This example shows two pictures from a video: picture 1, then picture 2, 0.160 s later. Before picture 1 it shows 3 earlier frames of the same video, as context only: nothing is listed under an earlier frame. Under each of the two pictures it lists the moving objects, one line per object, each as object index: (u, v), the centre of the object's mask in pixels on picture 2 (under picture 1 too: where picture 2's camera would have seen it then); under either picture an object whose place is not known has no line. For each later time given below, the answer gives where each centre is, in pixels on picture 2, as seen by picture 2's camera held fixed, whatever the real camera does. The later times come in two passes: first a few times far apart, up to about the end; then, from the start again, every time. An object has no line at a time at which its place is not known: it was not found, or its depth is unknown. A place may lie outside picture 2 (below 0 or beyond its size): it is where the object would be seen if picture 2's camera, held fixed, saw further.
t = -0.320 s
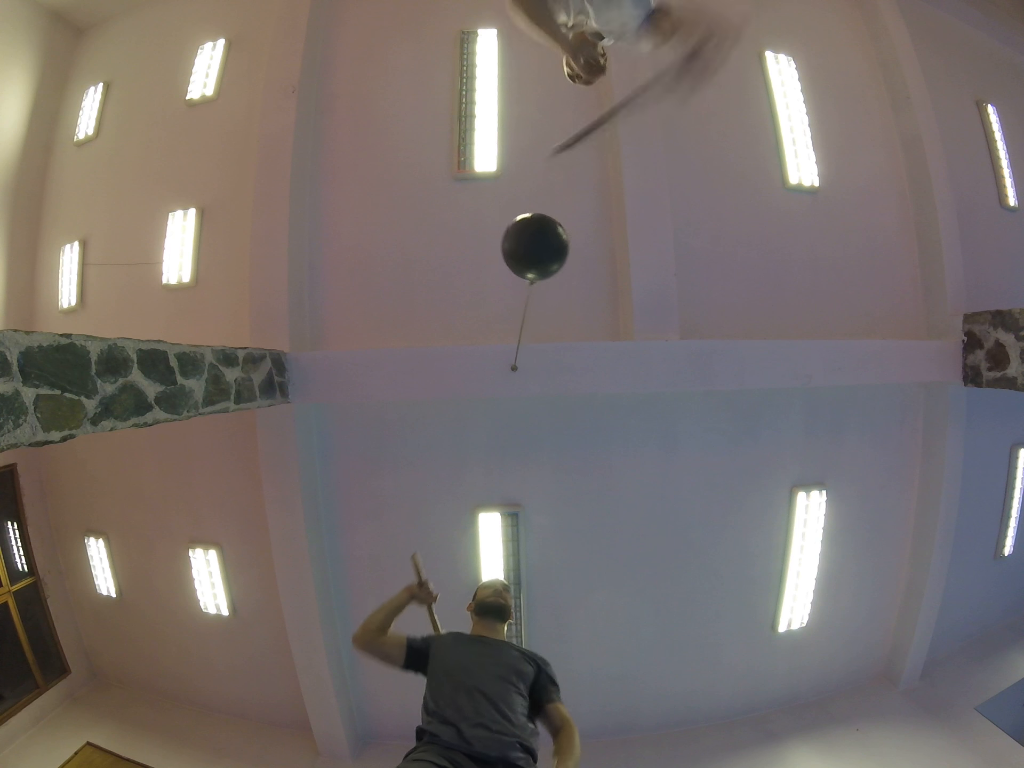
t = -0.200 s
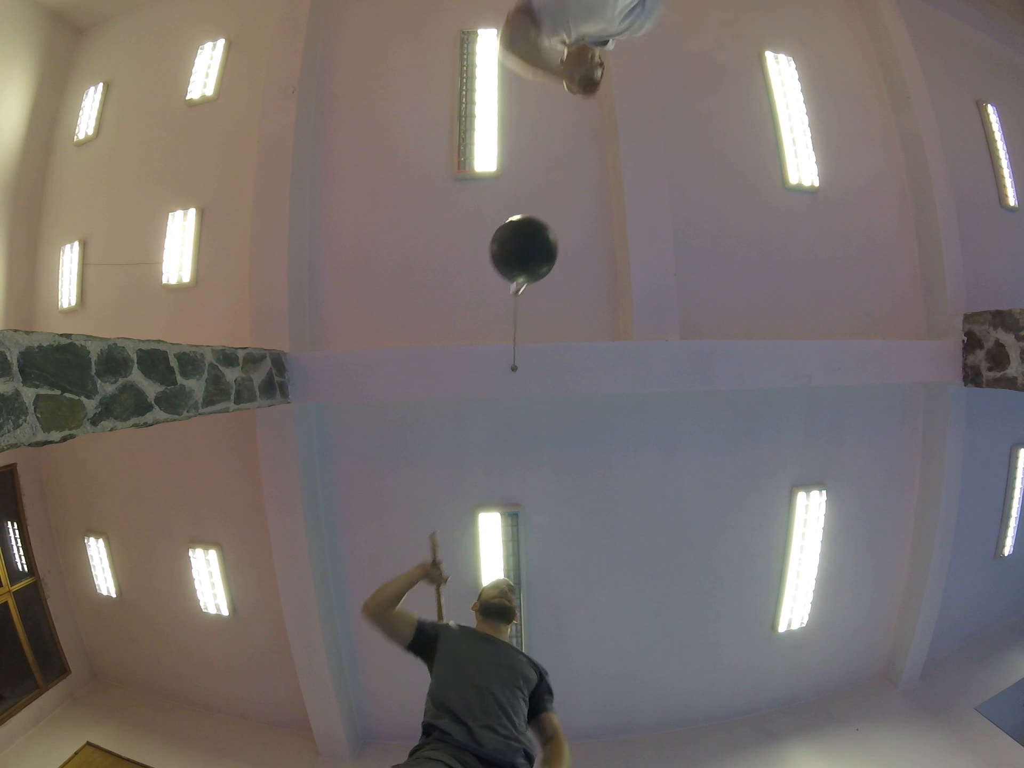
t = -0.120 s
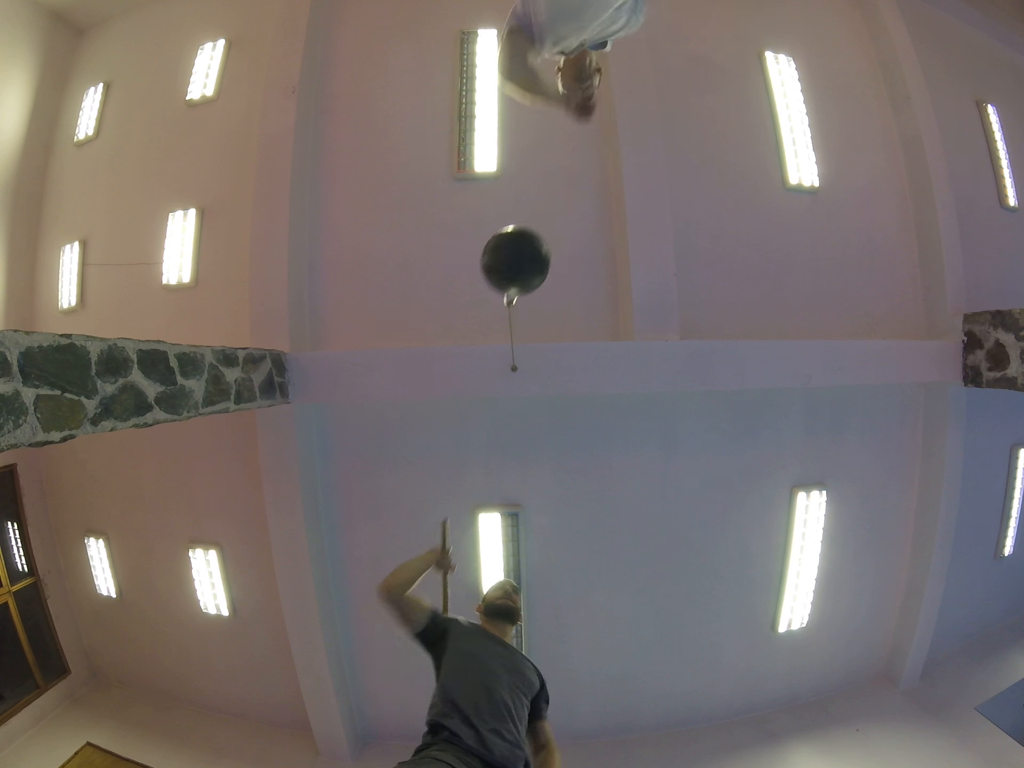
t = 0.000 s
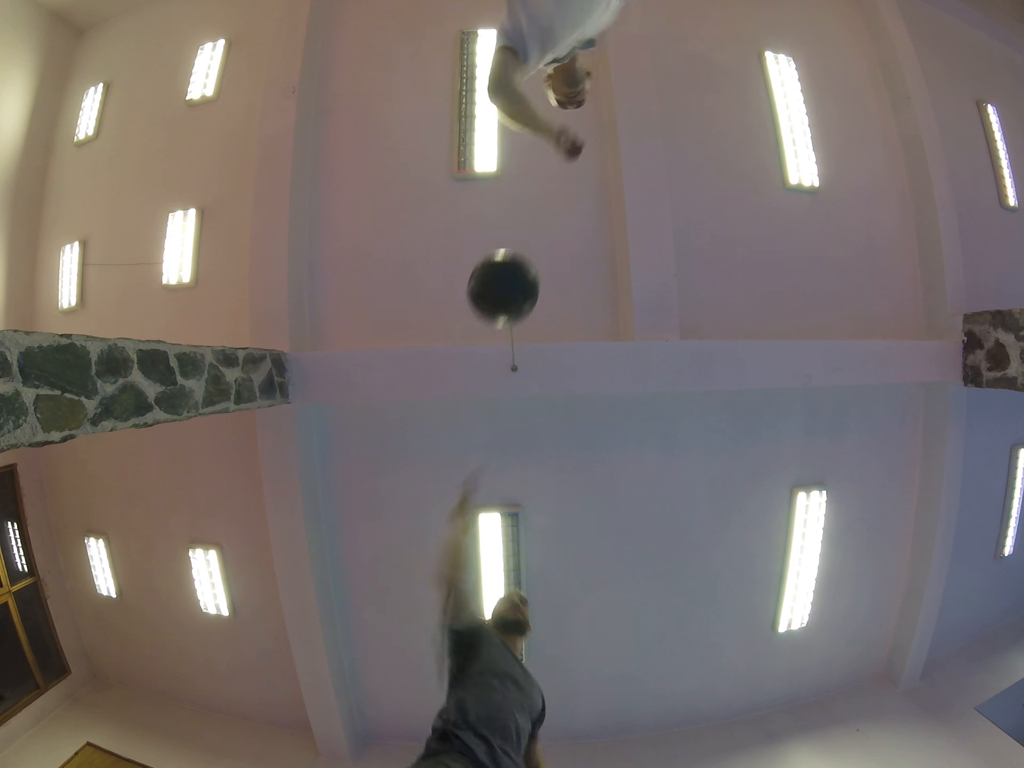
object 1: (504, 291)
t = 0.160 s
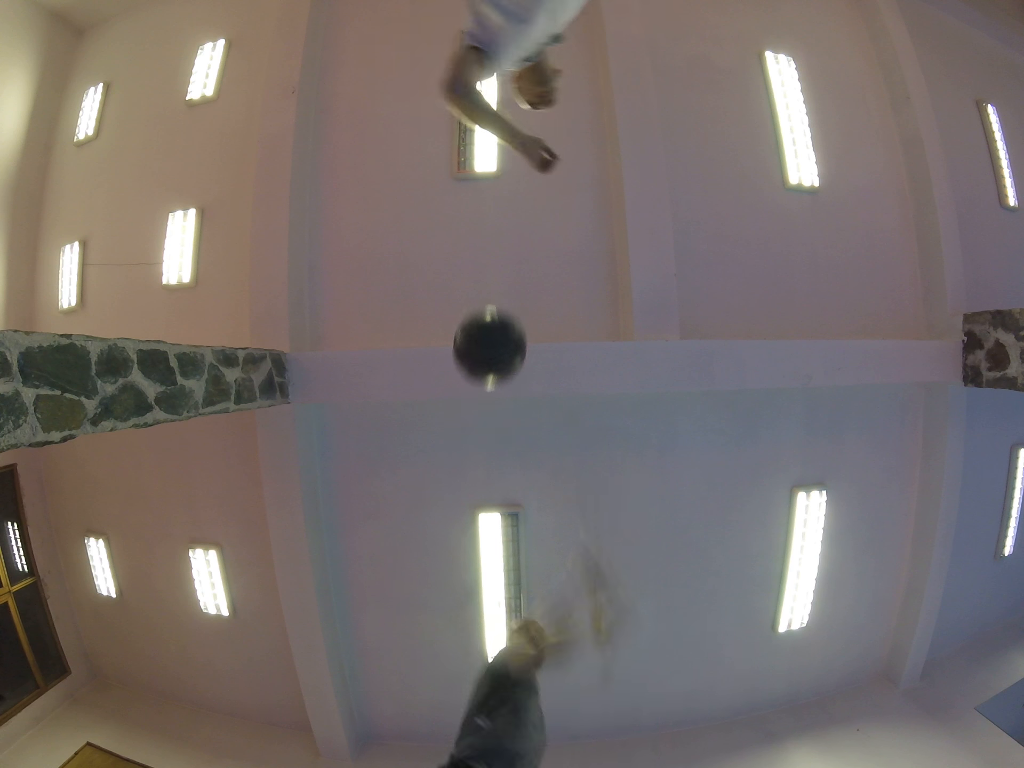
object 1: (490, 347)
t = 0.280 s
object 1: (486, 394)
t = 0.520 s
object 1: (496, 458)
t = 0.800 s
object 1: (516, 472)
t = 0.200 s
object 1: (487, 363)
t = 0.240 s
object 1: (486, 378)
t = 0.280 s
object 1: (486, 394)
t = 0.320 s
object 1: (486, 408)
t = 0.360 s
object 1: (487, 420)
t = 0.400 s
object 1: (489, 432)
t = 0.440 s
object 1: (491, 441)
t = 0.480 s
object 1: (493, 451)
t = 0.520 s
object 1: (496, 458)
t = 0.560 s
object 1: (498, 464)
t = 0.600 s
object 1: (501, 469)
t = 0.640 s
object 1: (503, 473)
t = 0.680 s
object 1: (506, 474)
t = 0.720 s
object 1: (509, 475)
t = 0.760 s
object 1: (513, 474)
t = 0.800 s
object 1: (516, 472)
